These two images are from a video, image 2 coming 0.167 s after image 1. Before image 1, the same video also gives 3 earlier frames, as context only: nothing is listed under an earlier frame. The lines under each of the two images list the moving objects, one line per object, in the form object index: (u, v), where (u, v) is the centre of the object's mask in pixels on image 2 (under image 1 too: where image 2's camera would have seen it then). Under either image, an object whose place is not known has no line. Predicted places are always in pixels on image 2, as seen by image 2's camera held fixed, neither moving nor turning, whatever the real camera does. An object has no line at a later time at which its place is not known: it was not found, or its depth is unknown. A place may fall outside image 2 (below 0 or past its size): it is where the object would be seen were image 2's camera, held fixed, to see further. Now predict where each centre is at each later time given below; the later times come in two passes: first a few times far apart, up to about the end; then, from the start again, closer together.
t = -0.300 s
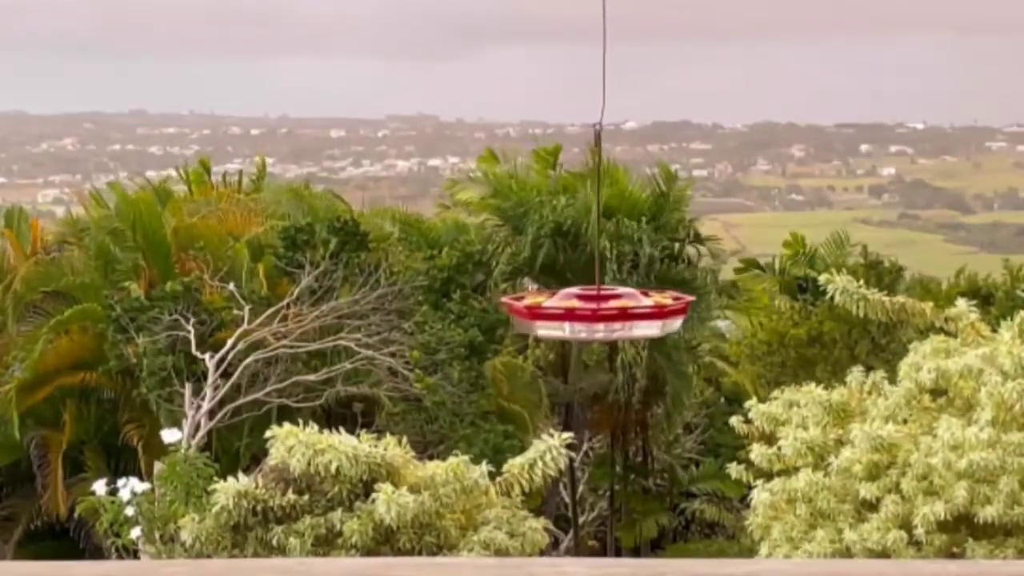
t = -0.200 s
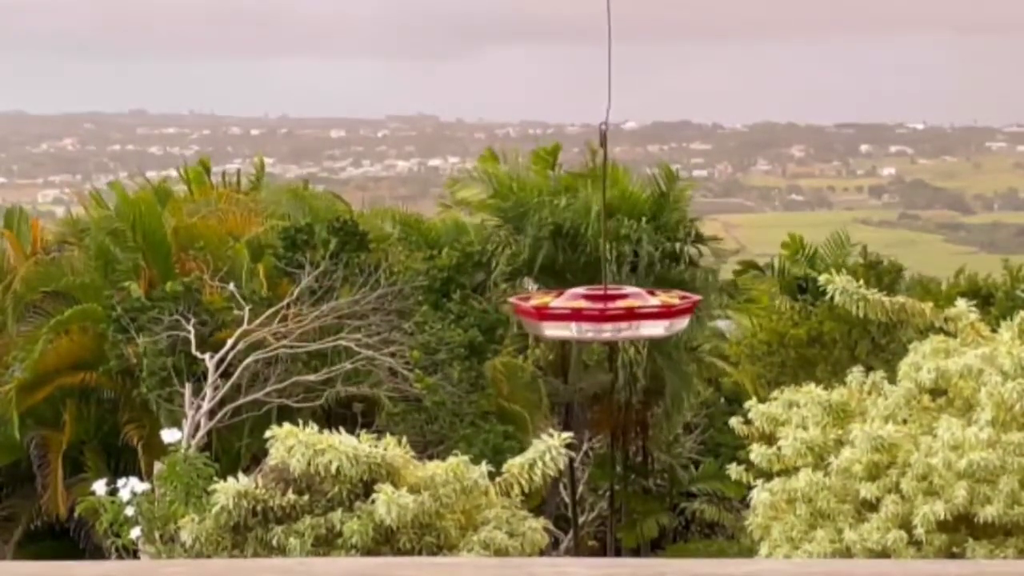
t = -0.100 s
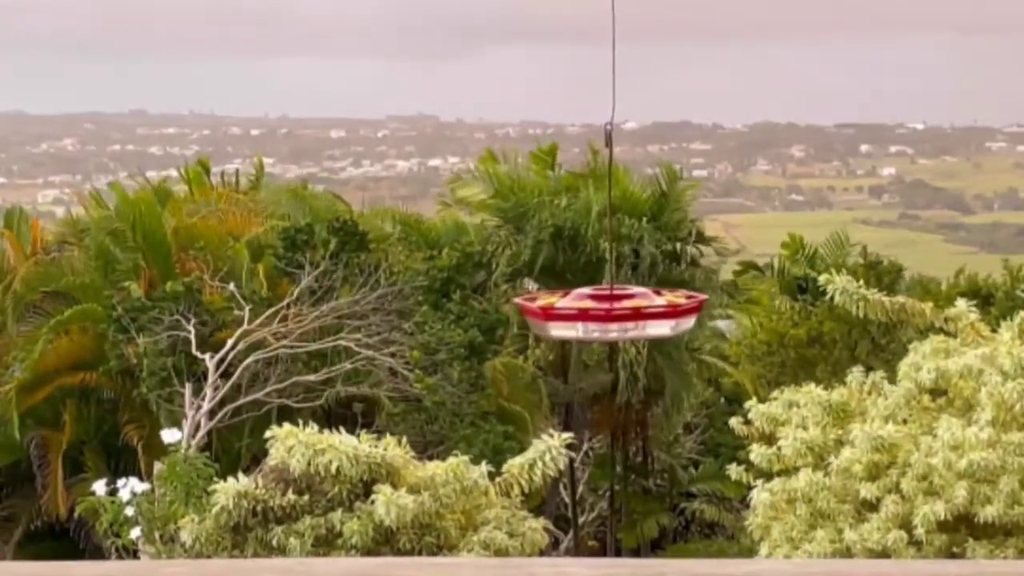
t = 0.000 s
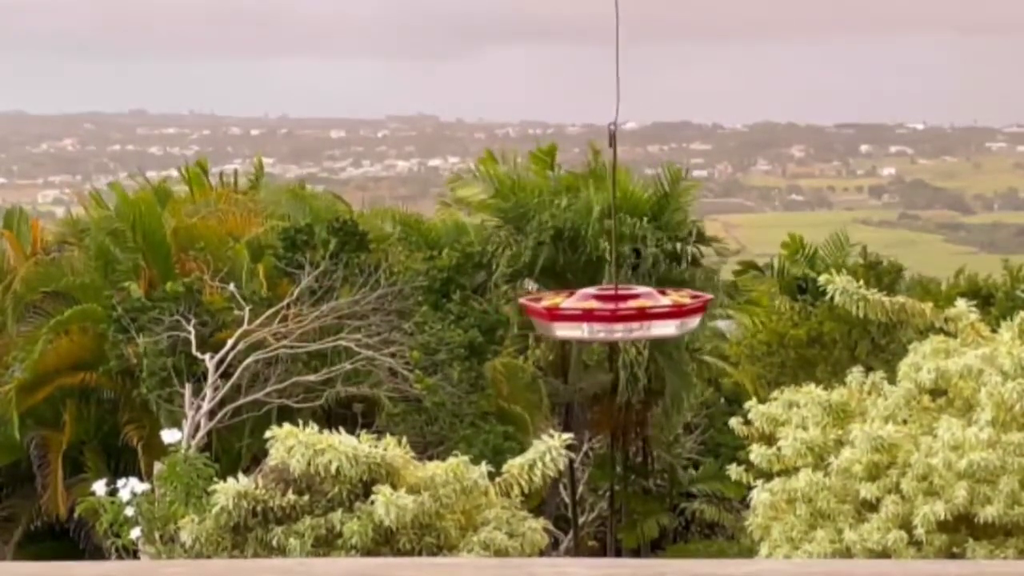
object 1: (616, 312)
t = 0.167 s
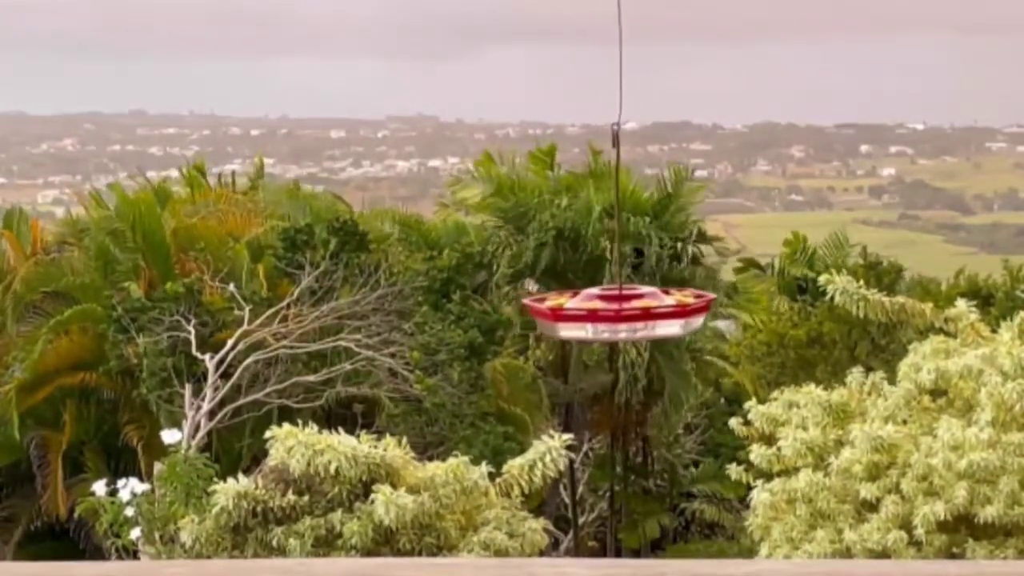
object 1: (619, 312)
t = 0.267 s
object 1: (619, 312)
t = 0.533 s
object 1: (609, 312)
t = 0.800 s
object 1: (590, 313)
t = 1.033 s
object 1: (576, 313)
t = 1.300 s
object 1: (571, 313)
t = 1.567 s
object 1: (578, 313)
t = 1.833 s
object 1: (594, 313)
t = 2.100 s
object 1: (603, 313)
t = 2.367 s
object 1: (603, 312)
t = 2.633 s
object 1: (595, 313)
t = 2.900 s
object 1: (578, 313)
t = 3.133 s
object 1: (570, 313)
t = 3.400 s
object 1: (570, 313)
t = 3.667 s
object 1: (586, 313)
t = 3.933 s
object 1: (604, 313)
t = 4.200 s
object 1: (611, 312)
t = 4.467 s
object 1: (608, 312)
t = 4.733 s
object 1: (595, 313)
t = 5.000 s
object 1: (582, 313)
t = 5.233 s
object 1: (574, 313)
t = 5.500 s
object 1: (576, 313)
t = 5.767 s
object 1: (588, 314)
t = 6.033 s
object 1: (605, 313)
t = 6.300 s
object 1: (615, 313)
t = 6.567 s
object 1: (611, 312)
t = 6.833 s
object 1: (597, 313)
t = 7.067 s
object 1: (585, 313)
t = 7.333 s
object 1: (577, 313)
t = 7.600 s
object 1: (580, 314)
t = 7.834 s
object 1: (592, 313)
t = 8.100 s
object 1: (606, 313)
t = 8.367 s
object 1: (612, 312)
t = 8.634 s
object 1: (610, 312)
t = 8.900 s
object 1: (600, 311)
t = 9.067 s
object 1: (589, 312)
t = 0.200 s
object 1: (620, 312)
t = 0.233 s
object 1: (620, 312)
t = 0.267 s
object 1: (619, 312)
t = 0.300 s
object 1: (619, 312)
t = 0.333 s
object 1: (618, 312)
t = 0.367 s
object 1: (617, 312)
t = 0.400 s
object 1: (616, 312)
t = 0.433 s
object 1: (614, 312)
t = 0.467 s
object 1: (613, 312)
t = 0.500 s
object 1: (611, 313)
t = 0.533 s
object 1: (609, 312)
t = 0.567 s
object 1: (606, 313)
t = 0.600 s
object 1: (604, 313)
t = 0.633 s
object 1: (602, 313)
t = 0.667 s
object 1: (599, 313)
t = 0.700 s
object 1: (597, 313)
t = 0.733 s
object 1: (594, 313)
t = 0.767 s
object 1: (592, 313)
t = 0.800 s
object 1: (590, 313)
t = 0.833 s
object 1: (587, 313)
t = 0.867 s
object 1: (585, 313)
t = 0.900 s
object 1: (583, 313)
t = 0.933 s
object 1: (581, 313)
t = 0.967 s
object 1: (579, 313)
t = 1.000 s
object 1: (577, 313)
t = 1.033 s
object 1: (576, 313)
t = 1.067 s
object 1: (574, 313)
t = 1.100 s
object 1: (573, 313)
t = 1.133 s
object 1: (573, 313)
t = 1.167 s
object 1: (572, 313)
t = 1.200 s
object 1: (572, 313)
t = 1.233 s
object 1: (571, 313)
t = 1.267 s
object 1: (571, 313)
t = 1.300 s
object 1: (571, 313)
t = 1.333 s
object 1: (571, 313)
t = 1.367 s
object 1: (572, 313)
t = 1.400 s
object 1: (572, 313)
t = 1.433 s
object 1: (573, 313)
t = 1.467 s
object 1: (574, 313)
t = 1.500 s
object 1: (575, 313)
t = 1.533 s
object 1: (576, 313)
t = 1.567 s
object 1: (578, 313)
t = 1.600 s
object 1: (580, 313)
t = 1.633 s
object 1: (582, 313)
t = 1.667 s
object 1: (584, 313)
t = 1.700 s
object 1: (586, 313)
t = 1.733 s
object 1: (587, 313)
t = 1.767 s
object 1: (590, 313)
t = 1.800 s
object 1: (592, 313)
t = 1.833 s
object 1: (594, 313)
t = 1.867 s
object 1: (595, 313)
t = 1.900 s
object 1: (596, 313)
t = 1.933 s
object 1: (598, 313)
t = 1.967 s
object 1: (599, 313)
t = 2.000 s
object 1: (601, 313)
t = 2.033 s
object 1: (601, 313)
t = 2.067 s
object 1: (603, 313)
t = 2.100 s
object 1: (603, 313)
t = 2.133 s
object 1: (604, 313)
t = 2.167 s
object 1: (604, 313)
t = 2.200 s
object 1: (604, 313)
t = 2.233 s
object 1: (604, 313)
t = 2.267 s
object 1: (604, 312)
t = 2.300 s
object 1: (604, 312)
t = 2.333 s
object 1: (604, 312)
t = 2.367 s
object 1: (603, 312)
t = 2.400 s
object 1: (602, 312)
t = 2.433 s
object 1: (601, 312)
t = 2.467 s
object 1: (600, 313)
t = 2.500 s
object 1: (599, 313)
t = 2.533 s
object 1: (598, 313)
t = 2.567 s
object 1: (596, 313)
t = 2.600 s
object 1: (596, 313)
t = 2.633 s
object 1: (595, 313)
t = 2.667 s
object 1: (593, 313)
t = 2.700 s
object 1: (591, 313)
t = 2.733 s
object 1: (589, 313)
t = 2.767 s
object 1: (586, 313)
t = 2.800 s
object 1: (584, 313)
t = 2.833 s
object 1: (582, 313)
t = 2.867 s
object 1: (580, 313)
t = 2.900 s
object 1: (578, 313)
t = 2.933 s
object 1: (576, 313)
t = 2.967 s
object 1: (575, 313)
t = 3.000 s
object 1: (574, 313)
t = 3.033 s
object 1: (572, 313)
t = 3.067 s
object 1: (571, 313)
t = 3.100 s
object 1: (570, 313)
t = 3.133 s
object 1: (570, 313)
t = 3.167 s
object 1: (569, 313)
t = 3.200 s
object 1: (569, 313)
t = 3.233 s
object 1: (568, 313)
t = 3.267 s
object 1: (569, 313)
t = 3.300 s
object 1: (569, 313)
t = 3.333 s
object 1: (569, 314)
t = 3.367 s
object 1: (569, 313)
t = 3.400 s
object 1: (570, 313)
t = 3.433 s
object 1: (571, 314)
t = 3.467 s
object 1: (573, 314)
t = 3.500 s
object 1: (574, 313)
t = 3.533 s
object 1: (576, 313)
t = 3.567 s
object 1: (579, 313)
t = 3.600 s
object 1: (581, 313)
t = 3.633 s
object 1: (583, 313)
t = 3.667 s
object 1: (586, 313)
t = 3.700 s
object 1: (589, 313)
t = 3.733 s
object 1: (592, 313)
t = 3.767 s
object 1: (594, 313)
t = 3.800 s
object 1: (596, 313)
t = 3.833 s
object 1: (599, 313)
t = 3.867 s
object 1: (601, 313)
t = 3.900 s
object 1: (602, 313)
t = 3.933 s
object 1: (604, 313)
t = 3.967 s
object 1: (605, 313)
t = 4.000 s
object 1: (607, 313)
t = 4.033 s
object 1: (608, 312)
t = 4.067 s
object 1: (608, 312)
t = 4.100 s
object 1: (609, 312)
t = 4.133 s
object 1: (610, 312)
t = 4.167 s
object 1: (610, 312)
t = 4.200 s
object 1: (611, 312)
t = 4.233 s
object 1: (611, 312)
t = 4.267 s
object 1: (611, 312)
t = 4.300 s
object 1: (611, 312)
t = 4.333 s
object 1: (611, 312)
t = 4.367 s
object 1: (610, 312)
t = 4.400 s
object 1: (610, 312)
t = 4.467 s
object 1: (608, 312)
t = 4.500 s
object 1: (607, 312)
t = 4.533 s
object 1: (605, 312)
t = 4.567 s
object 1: (604, 312)
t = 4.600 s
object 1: (602, 313)
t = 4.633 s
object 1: (600, 313)
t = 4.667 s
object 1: (599, 313)
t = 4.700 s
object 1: (597, 313)
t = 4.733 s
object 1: (595, 313)
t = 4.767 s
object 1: (594, 313)
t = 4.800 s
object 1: (592, 313)
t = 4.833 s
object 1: (591, 313)
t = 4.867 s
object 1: (588, 313)
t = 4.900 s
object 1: (587, 313)
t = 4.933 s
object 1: (585, 313)
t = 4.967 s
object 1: (583, 313)
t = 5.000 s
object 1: (582, 313)
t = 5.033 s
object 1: (580, 313)
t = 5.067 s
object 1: (578, 313)
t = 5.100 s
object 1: (577, 313)
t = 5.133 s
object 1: (576, 313)
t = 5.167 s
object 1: (575, 313)
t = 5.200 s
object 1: (575, 314)
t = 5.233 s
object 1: (574, 313)
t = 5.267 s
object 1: (574, 313)
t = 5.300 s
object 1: (574, 313)
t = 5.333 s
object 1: (574, 313)
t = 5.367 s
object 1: (574, 313)
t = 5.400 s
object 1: (574, 314)
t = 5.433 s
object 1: (575, 313)
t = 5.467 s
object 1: (575, 313)
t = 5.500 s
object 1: (576, 313)
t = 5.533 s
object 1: (577, 313)
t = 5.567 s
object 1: (578, 314)
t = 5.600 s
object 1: (579, 314)
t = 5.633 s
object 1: (580, 314)
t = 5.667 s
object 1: (582, 314)
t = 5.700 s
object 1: (583, 314)
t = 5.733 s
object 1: (586, 314)
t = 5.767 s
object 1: (588, 314)
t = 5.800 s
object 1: (590, 314)
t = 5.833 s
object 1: (592, 313)
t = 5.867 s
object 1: (595, 313)
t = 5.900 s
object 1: (597, 313)
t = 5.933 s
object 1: (599, 313)
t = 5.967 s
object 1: (601, 313)
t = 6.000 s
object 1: (603, 313)
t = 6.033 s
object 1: (605, 313)
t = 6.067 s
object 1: (608, 313)
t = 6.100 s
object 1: (609, 313)
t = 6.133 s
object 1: (611, 313)
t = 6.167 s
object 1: (612, 313)
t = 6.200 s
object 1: (613, 313)
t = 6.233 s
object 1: (613, 313)
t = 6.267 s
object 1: (614, 313)
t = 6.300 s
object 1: (615, 313)
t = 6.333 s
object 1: (615, 313)
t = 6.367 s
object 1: (615, 313)
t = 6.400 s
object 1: (615, 312)
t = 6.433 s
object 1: (615, 312)
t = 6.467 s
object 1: (614, 312)
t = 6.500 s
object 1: (613, 312)
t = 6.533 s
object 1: (612, 312)
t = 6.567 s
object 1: (611, 312)
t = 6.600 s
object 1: (609, 313)
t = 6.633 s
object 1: (608, 313)
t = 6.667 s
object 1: (606, 313)
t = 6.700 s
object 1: (604, 313)
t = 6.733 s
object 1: (603, 313)
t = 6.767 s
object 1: (600, 313)
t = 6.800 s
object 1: (599, 313)
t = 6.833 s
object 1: (597, 313)
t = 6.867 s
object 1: (595, 313)
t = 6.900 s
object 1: (593, 313)
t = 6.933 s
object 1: (591, 313)
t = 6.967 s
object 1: (589, 313)
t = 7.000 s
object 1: (588, 313)
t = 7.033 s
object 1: (586, 313)
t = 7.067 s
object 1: (585, 313)
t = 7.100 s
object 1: (583, 313)
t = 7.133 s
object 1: (581, 313)
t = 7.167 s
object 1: (580, 313)
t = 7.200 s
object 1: (579, 314)
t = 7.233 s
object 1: (578, 313)
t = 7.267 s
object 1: (577, 314)
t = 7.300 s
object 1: (577, 313)
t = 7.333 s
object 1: (577, 313)
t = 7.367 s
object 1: (577, 313)
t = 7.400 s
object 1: (577, 314)
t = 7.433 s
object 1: (577, 314)
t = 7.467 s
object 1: (577, 314)
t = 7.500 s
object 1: (578, 314)
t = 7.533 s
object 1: (578, 314)
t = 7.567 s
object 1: (579, 313)
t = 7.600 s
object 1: (580, 314)
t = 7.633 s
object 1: (581, 313)
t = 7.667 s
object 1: (583, 313)
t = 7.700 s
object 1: (584, 313)
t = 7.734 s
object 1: (586, 313)
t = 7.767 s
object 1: (588, 313)
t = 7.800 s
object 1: (590, 313)
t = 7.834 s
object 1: (592, 313)
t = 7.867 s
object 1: (593, 313)
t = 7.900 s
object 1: (595, 313)
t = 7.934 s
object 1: (597, 313)
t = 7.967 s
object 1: (599, 313)
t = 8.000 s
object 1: (600, 313)
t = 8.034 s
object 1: (602, 313)
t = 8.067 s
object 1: (604, 313)
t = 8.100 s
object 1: (606, 313)
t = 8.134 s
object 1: (607, 313)
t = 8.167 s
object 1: (608, 313)
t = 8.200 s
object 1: (609, 313)
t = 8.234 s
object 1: (610, 312)
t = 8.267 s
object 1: (610, 312)
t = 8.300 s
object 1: (611, 312)
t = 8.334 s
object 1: (611, 312)
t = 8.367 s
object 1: (612, 312)
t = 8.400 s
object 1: (612, 312)
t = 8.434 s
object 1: (612, 312)
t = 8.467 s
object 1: (613, 312)
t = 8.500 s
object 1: (612, 312)
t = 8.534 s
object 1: (612, 312)
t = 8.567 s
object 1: (612, 312)
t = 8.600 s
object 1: (611, 312)
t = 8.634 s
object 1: (610, 312)
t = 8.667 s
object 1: (609, 312)
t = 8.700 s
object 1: (608, 311)
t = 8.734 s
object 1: (607, 312)
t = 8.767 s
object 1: (605, 312)
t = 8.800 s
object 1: (604, 311)
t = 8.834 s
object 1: (603, 312)
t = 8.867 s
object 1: (601, 311)
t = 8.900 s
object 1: (600, 311)
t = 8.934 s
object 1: (598, 311)
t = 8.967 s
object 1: (596, 311)
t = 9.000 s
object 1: (593, 312)
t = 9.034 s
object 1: (591, 311)
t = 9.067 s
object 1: (589, 312)
